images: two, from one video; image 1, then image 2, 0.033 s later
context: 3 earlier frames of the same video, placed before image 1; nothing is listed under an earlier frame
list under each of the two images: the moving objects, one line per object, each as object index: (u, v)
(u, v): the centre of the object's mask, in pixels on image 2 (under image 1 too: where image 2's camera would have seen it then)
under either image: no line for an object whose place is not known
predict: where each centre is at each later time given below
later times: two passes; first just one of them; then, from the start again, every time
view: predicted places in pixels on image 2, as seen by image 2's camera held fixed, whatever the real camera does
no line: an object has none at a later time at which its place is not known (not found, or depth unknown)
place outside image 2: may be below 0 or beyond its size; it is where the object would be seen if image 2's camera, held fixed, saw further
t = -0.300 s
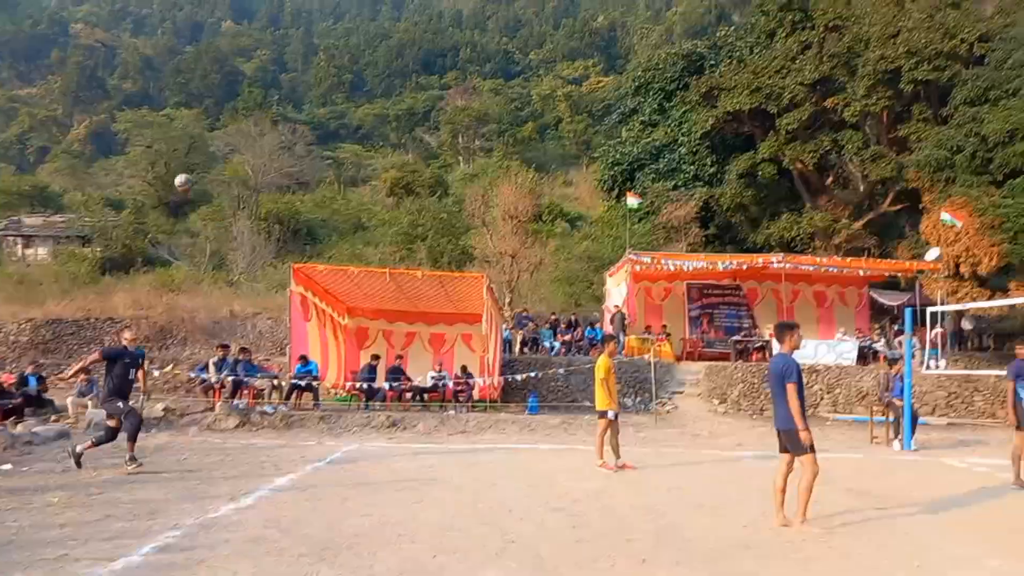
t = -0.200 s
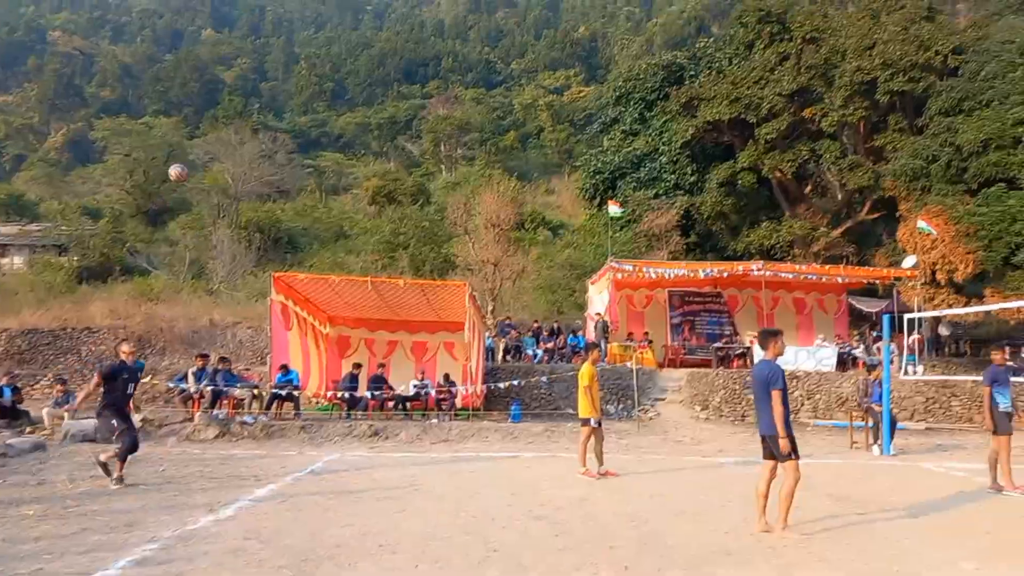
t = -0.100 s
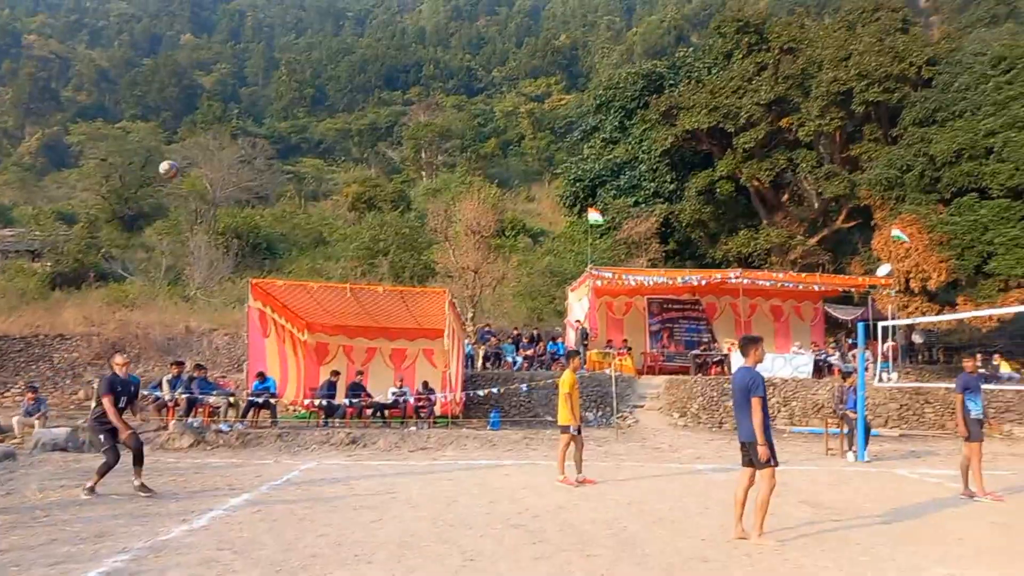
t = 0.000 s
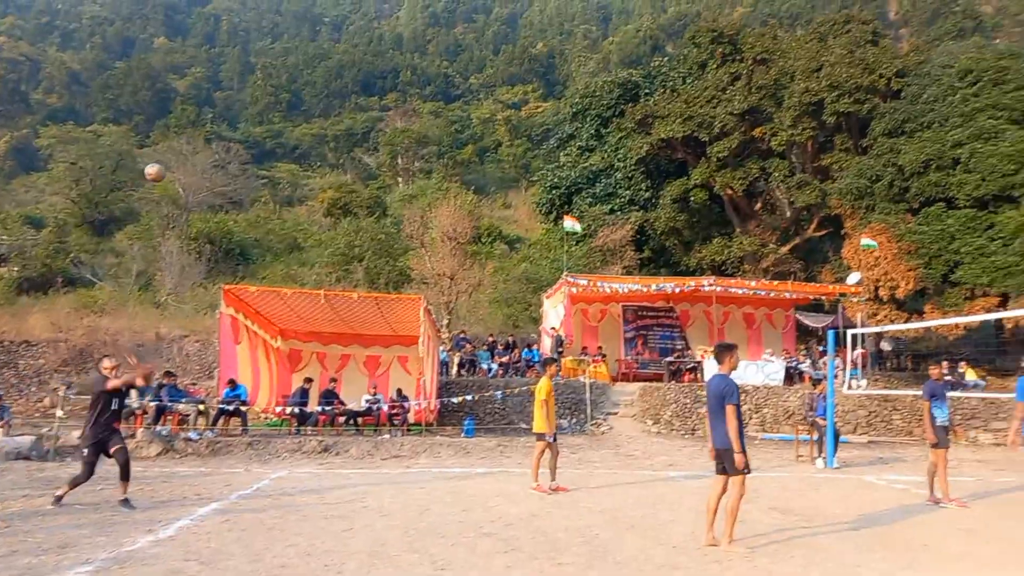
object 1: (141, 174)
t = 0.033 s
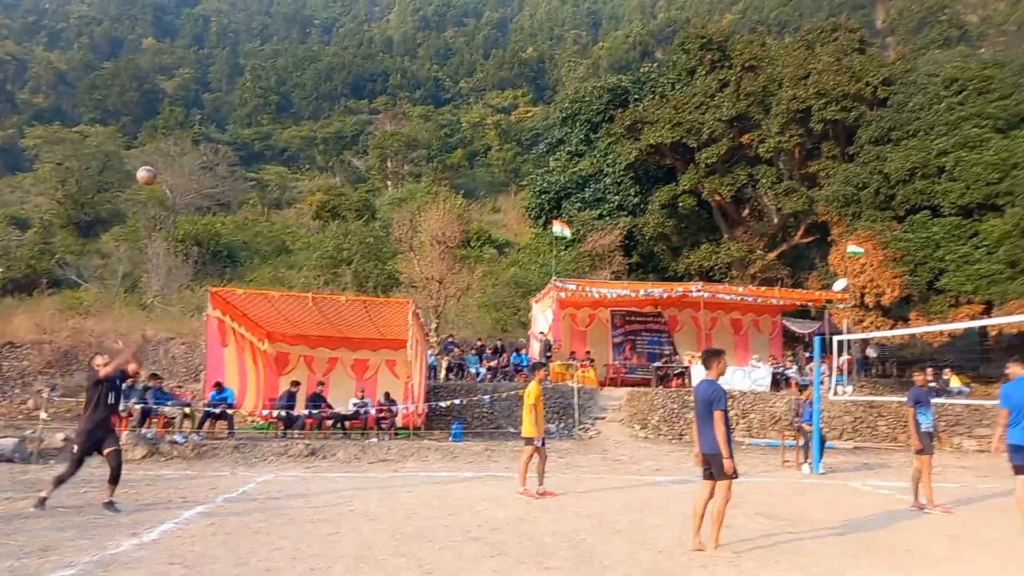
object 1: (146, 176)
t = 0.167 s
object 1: (163, 191)
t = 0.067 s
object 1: (151, 179)
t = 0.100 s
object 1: (155, 182)
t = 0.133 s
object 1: (159, 185)
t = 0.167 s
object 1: (163, 191)
